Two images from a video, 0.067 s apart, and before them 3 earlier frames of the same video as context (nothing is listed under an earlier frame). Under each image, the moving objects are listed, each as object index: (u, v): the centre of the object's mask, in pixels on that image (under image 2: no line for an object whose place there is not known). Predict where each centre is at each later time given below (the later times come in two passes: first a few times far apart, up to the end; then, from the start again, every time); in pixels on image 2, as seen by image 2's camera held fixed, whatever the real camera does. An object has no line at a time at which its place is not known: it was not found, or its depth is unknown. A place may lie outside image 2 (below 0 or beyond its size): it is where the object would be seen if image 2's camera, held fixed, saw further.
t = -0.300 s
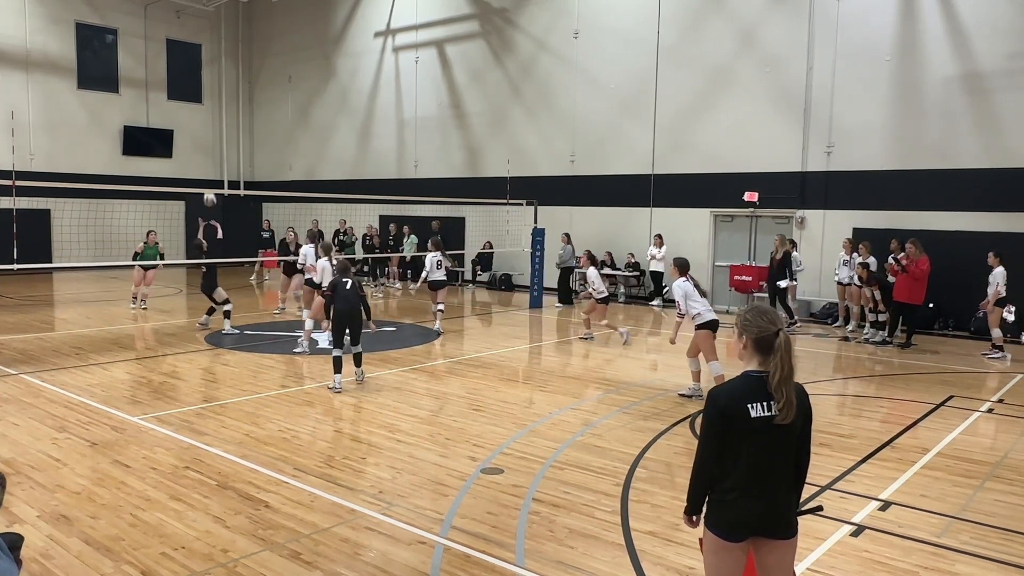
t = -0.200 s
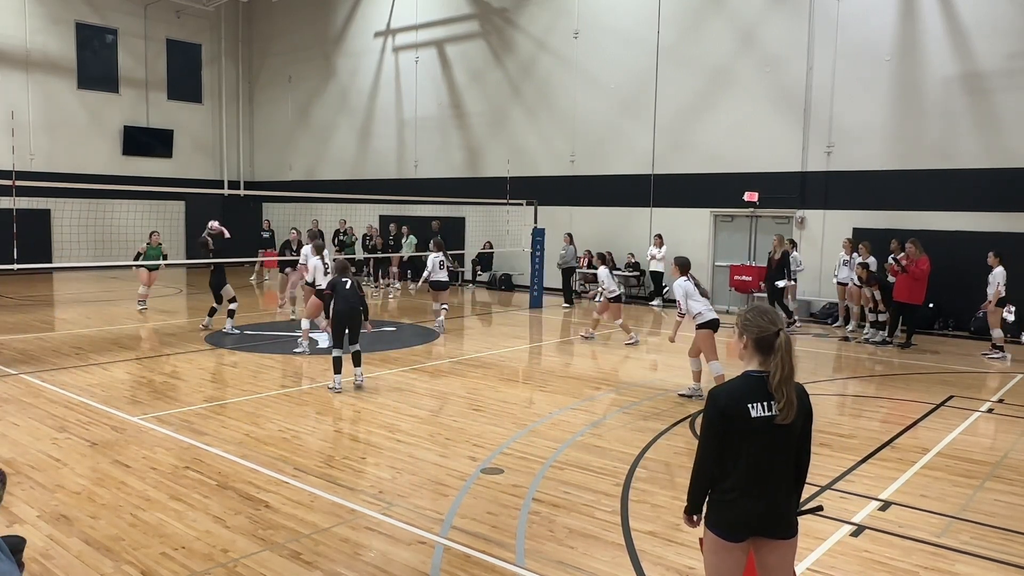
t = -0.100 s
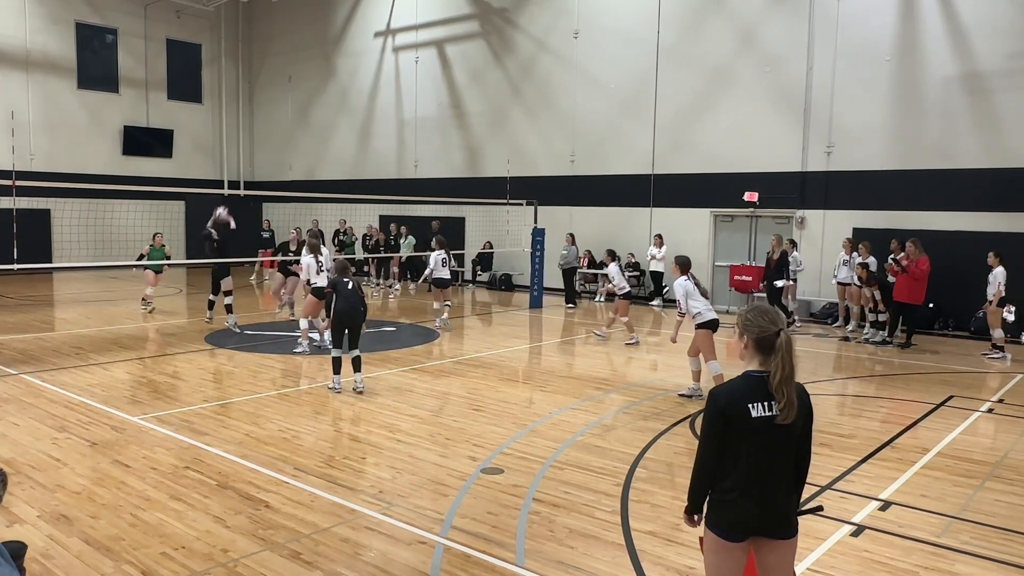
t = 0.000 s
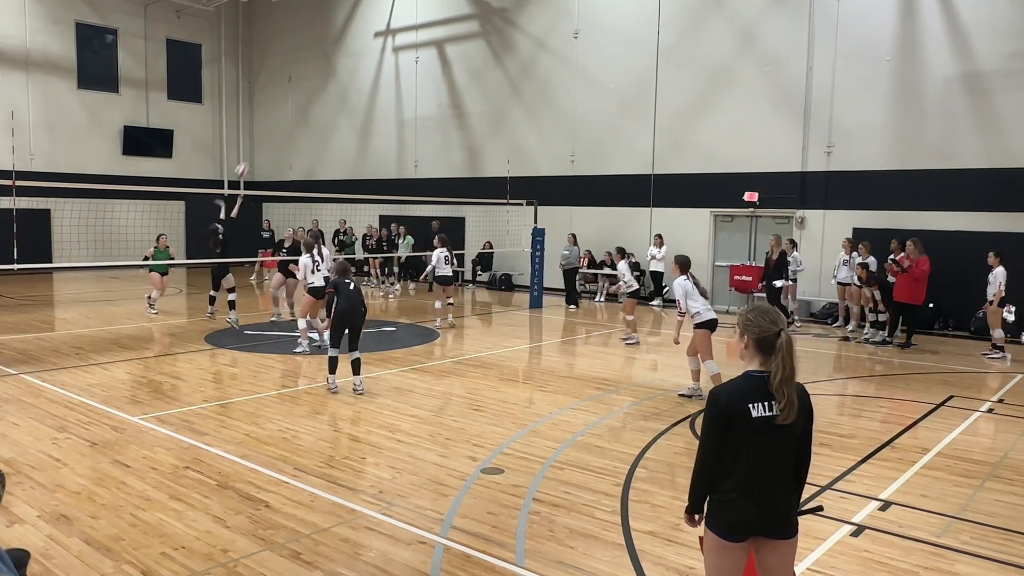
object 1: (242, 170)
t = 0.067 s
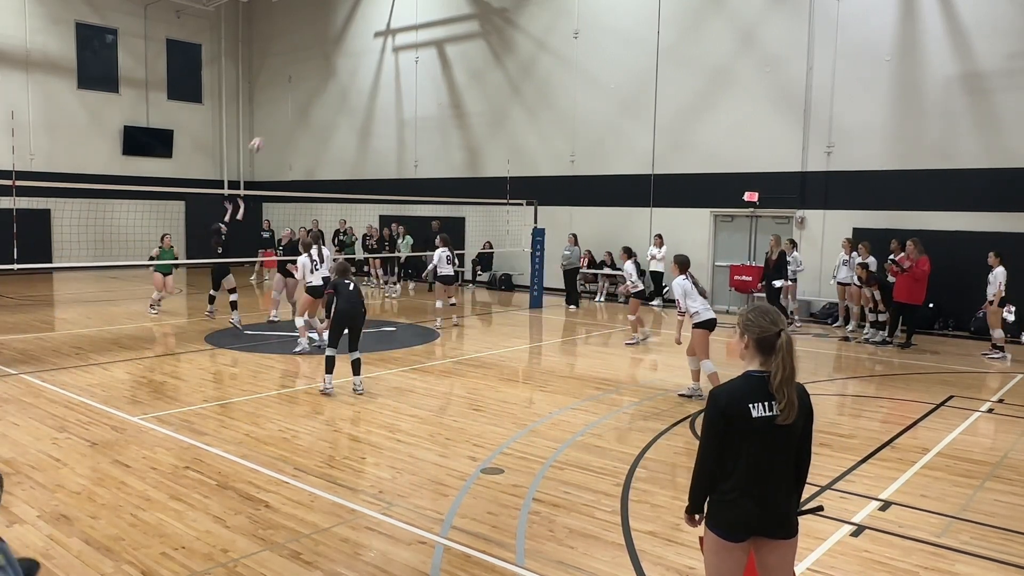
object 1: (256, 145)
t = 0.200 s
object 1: (284, 104)
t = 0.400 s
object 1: (324, 66)
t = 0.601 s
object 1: (361, 53)
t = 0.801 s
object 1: (396, 63)
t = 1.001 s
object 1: (428, 95)
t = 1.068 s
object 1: (439, 109)
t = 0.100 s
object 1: (263, 133)
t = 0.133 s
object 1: (271, 123)
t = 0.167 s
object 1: (277, 112)
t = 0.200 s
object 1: (284, 104)
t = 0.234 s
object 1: (290, 95)
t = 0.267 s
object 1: (297, 88)
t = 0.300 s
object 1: (304, 81)
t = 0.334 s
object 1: (311, 76)
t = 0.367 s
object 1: (317, 70)
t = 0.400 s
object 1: (324, 66)
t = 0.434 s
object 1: (330, 62)
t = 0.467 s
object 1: (337, 59)
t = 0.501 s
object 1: (343, 57)
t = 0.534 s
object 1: (349, 55)
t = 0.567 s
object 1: (355, 53)
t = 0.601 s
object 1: (361, 53)
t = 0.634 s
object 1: (367, 53)
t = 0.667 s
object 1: (373, 54)
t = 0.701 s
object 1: (379, 56)
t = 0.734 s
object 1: (384, 57)
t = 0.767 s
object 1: (390, 60)
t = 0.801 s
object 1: (396, 63)
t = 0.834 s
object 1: (402, 67)
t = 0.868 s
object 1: (407, 71)
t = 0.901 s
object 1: (412, 76)
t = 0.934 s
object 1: (418, 82)
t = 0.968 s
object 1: (423, 87)
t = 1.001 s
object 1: (428, 95)
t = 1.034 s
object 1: (433, 102)
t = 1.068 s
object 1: (439, 109)
